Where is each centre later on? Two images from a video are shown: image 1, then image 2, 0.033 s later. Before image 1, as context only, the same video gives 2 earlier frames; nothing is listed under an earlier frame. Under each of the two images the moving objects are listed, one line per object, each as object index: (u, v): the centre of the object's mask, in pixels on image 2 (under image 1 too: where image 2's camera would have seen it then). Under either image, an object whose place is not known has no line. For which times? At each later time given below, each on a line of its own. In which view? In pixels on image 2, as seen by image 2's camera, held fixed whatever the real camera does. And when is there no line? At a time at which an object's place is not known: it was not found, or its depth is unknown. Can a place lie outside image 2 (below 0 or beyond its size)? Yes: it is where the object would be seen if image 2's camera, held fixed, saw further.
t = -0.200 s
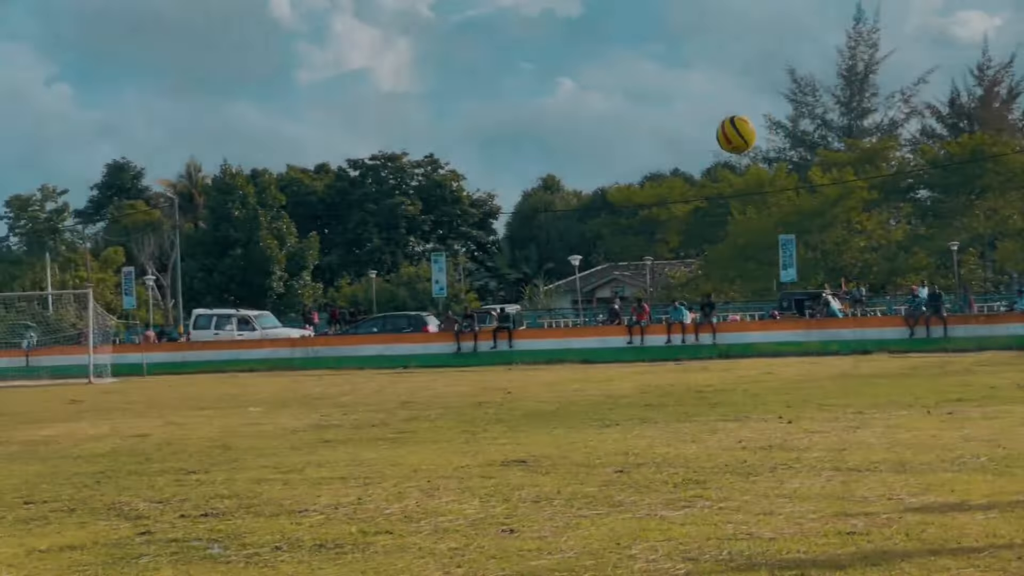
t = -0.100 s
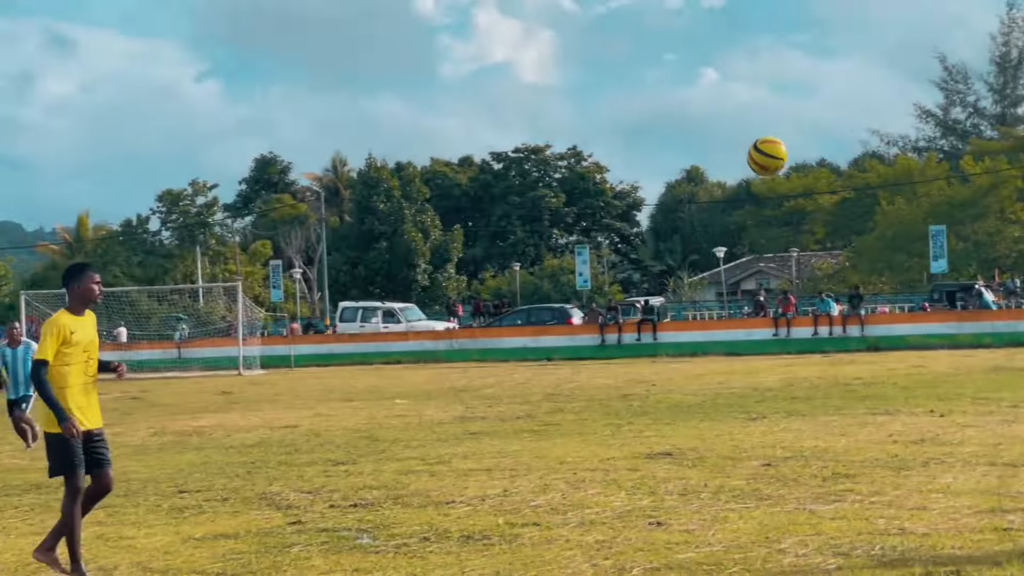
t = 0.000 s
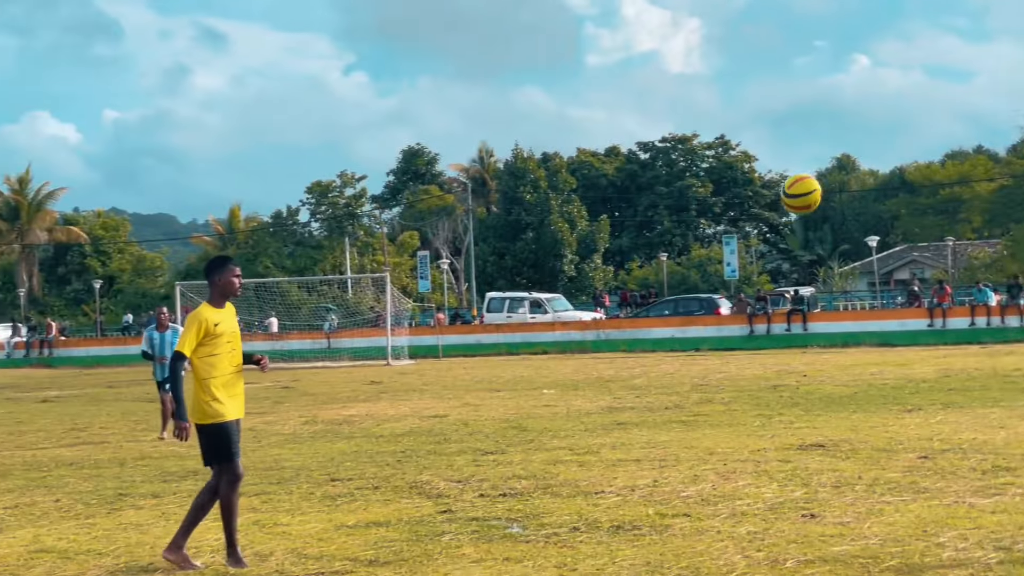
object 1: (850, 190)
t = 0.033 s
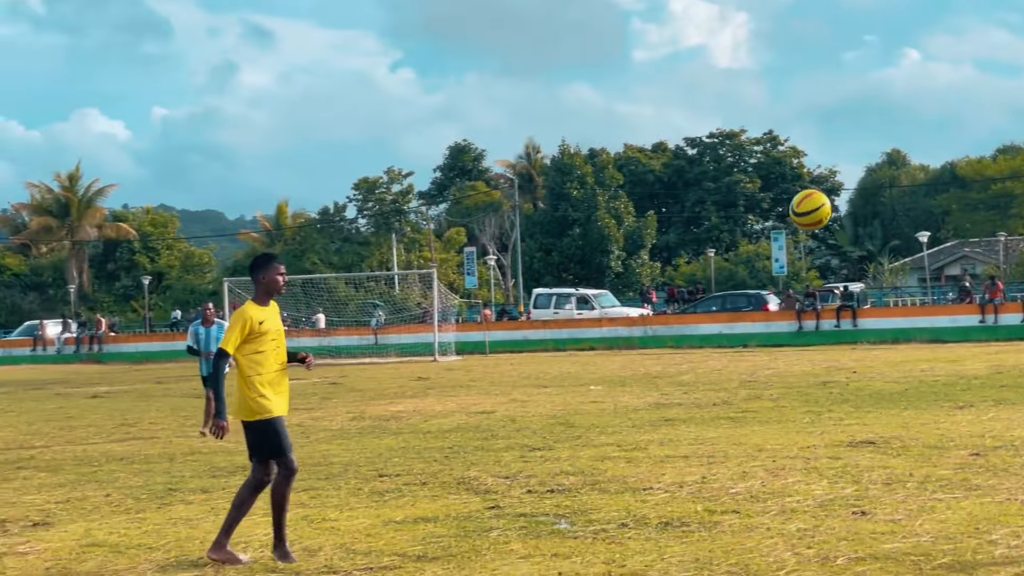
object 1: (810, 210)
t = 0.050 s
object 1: (791, 221)
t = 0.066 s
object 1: (771, 232)
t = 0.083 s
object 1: (752, 243)
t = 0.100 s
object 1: (732, 255)
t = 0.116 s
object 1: (713, 268)
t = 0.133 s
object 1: (694, 280)
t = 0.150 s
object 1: (674, 293)
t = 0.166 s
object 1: (656, 307)
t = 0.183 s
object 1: (637, 321)
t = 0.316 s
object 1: (482, 457)
